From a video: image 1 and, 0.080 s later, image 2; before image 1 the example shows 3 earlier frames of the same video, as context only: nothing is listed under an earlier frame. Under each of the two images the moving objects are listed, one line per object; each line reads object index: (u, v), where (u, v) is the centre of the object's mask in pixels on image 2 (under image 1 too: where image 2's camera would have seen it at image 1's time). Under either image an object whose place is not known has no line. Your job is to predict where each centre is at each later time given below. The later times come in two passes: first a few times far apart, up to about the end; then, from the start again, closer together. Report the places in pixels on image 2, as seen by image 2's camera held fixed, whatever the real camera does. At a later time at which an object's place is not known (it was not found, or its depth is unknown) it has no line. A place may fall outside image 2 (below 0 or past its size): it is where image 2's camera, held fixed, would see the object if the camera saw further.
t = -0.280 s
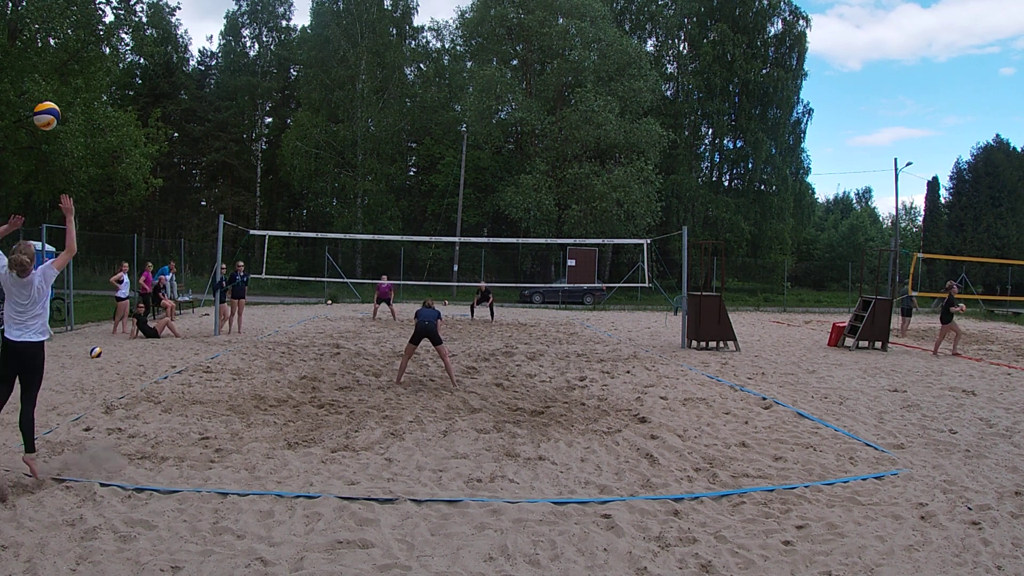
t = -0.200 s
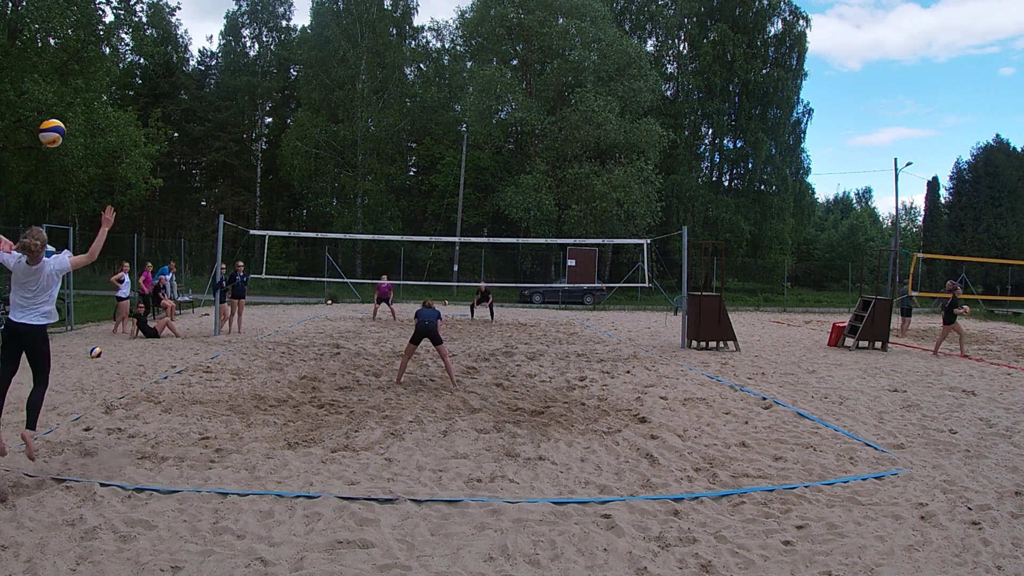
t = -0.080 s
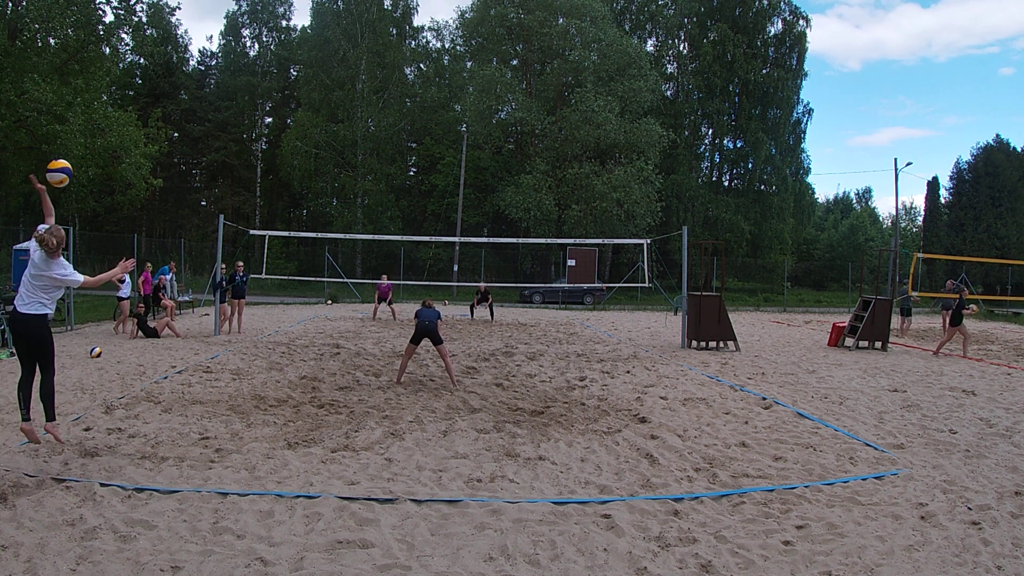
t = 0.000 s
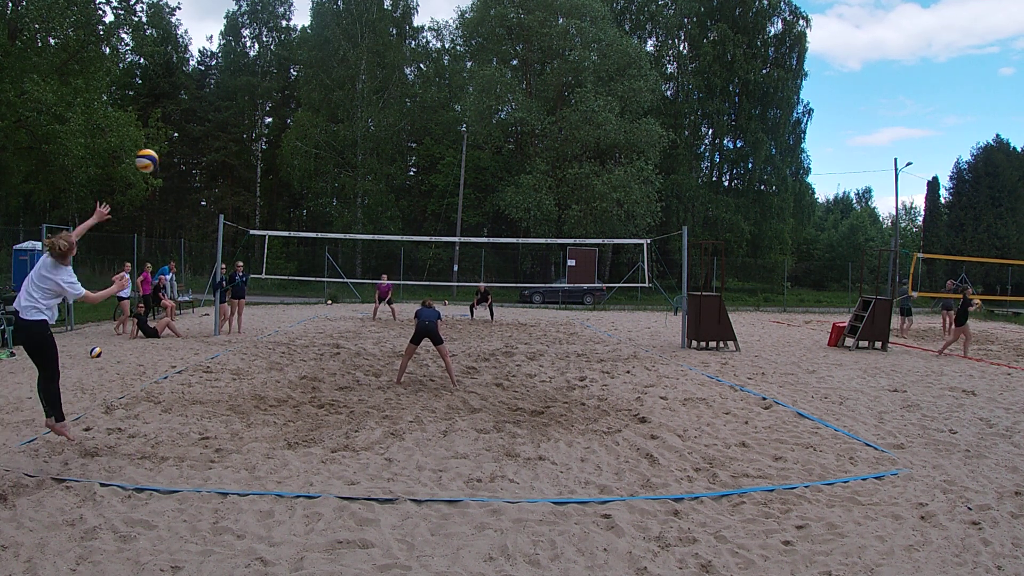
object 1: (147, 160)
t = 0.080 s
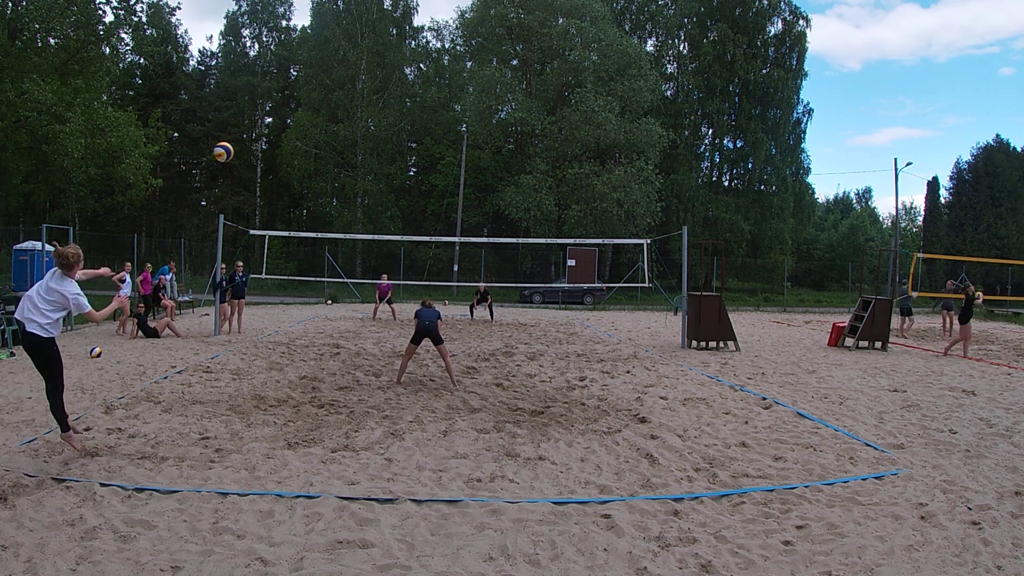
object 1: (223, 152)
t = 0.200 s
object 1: (305, 154)
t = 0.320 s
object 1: (361, 164)
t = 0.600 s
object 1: (433, 209)
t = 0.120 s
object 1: (254, 151)
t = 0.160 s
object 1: (281, 152)
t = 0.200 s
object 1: (305, 154)
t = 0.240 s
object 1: (326, 156)
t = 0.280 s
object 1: (344, 160)
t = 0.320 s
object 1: (361, 164)
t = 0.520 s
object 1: (418, 195)
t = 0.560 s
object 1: (426, 202)
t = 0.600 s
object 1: (433, 209)
